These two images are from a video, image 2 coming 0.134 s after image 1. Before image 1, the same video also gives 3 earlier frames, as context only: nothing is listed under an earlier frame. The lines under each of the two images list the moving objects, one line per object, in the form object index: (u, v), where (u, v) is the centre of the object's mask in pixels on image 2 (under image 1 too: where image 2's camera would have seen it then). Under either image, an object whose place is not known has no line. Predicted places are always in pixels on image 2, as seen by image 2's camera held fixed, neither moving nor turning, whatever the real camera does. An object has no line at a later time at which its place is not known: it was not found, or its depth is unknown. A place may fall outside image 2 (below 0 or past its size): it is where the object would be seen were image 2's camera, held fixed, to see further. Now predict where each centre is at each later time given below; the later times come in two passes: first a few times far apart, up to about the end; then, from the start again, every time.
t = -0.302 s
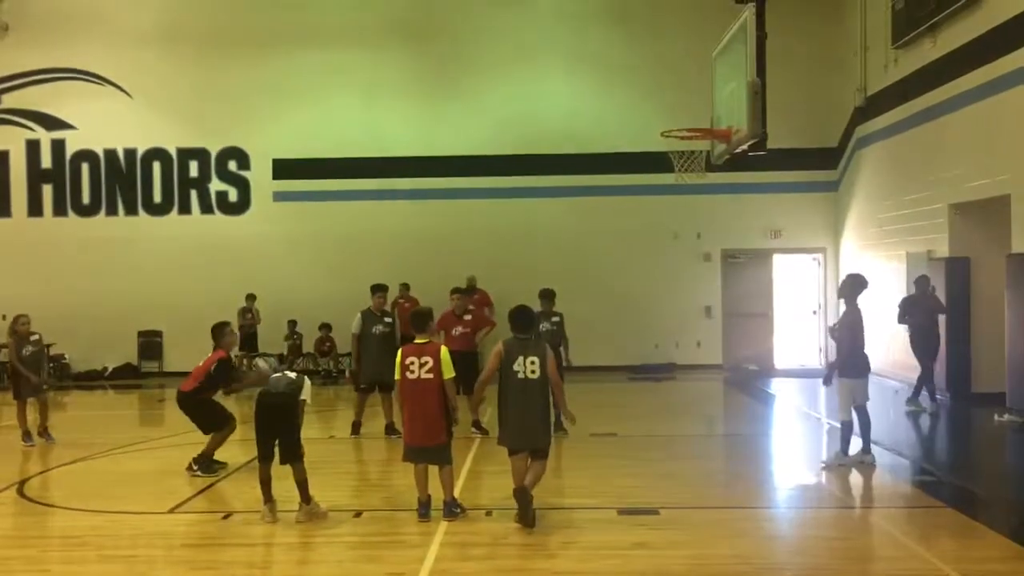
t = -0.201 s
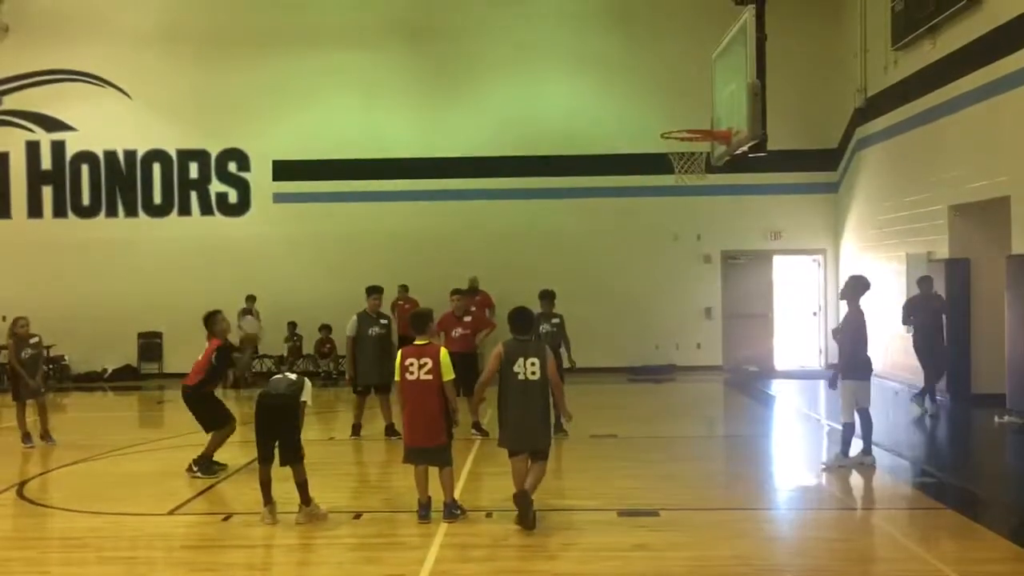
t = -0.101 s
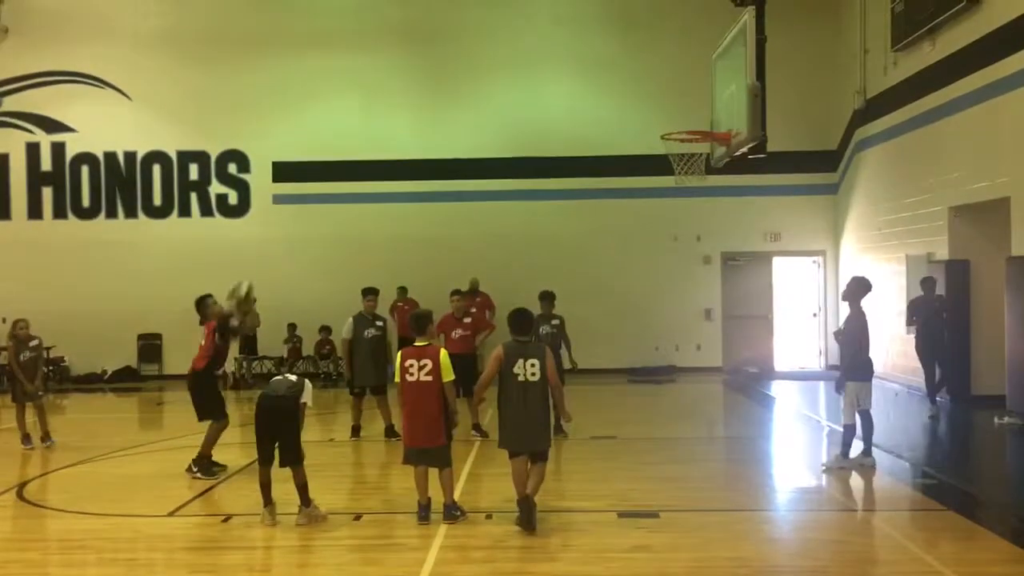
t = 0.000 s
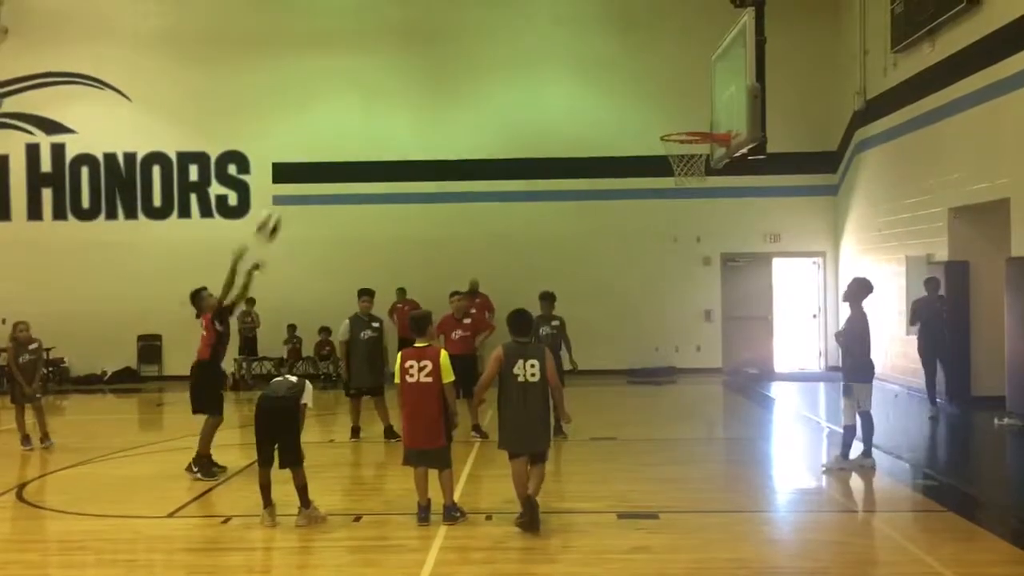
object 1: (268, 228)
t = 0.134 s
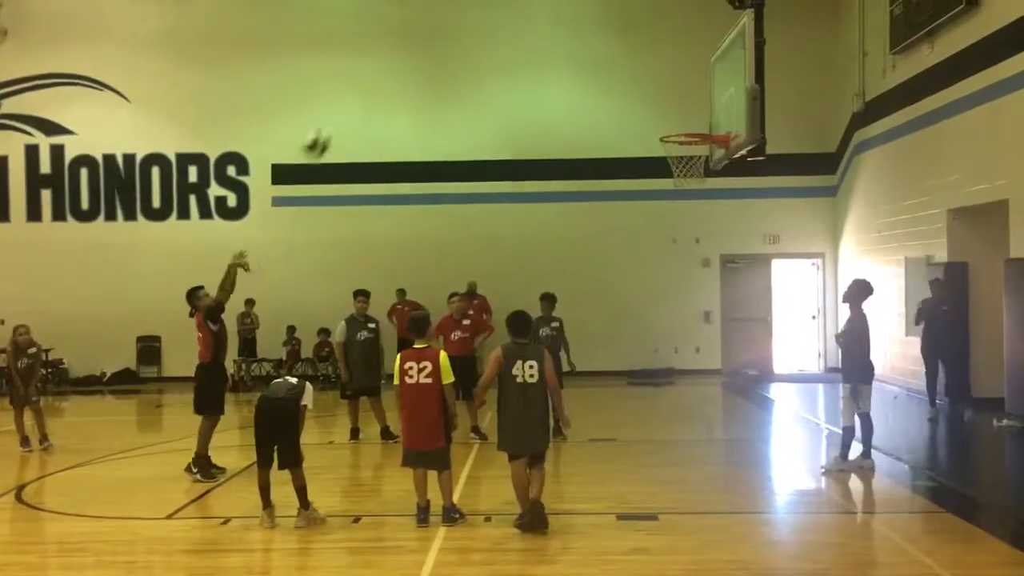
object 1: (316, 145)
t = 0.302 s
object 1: (375, 68)
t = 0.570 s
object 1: (473, 7)
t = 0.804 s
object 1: (559, 11)
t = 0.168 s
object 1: (329, 128)
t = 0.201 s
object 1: (340, 110)
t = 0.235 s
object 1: (352, 95)
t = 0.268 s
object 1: (364, 81)
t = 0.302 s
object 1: (375, 68)
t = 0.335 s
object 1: (388, 55)
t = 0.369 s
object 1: (400, 43)
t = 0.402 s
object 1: (413, 35)
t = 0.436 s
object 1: (425, 26)
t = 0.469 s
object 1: (437, 19)
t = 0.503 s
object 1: (449, 12)
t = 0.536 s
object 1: (462, 9)
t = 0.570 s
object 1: (473, 7)
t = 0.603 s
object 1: (485, 5)
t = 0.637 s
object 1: (500, 4)
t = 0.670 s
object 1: (510, 5)
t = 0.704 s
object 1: (524, 5)
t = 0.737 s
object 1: (536, 6)
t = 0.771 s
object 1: (548, 8)
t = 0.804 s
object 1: (559, 11)
